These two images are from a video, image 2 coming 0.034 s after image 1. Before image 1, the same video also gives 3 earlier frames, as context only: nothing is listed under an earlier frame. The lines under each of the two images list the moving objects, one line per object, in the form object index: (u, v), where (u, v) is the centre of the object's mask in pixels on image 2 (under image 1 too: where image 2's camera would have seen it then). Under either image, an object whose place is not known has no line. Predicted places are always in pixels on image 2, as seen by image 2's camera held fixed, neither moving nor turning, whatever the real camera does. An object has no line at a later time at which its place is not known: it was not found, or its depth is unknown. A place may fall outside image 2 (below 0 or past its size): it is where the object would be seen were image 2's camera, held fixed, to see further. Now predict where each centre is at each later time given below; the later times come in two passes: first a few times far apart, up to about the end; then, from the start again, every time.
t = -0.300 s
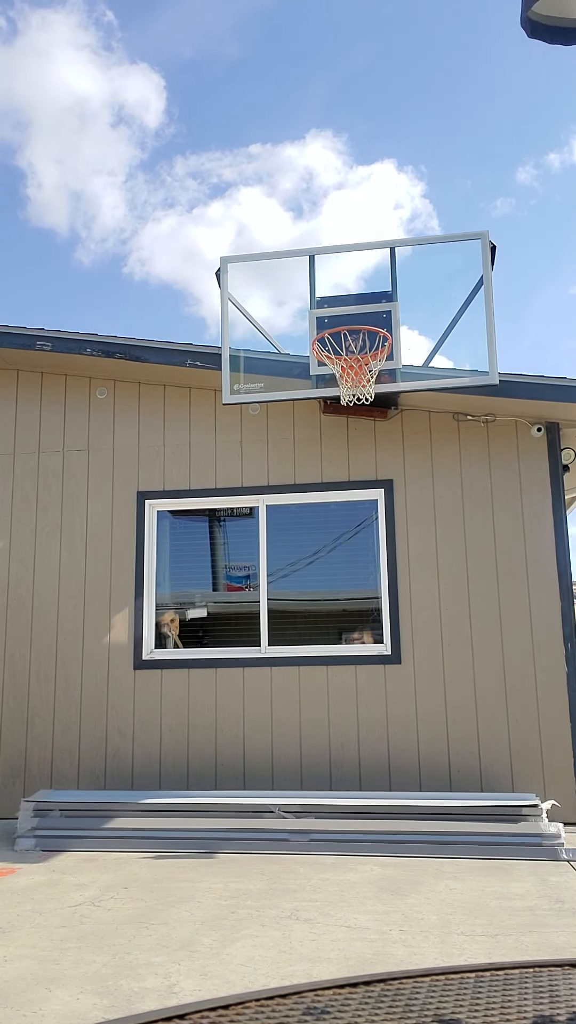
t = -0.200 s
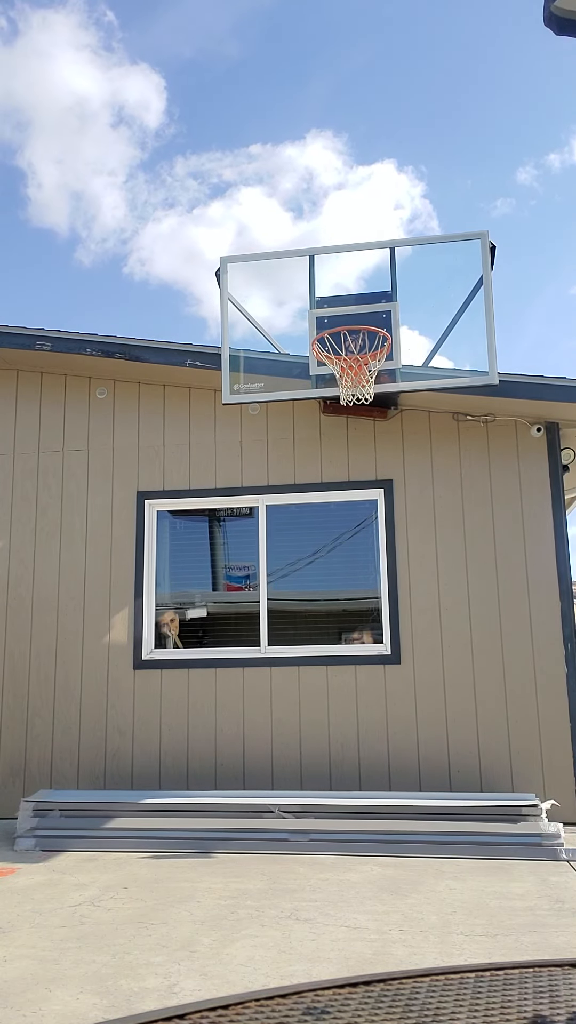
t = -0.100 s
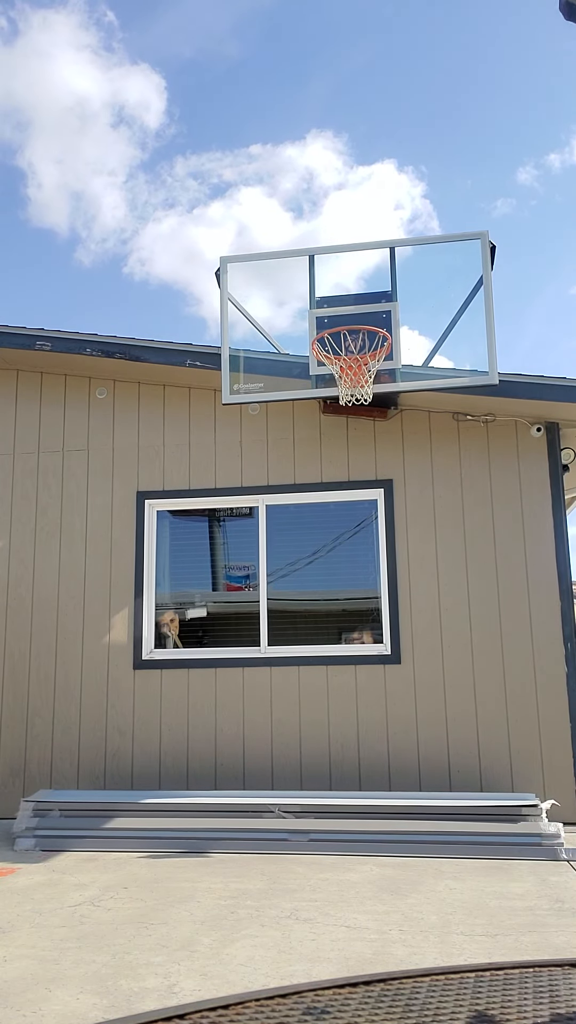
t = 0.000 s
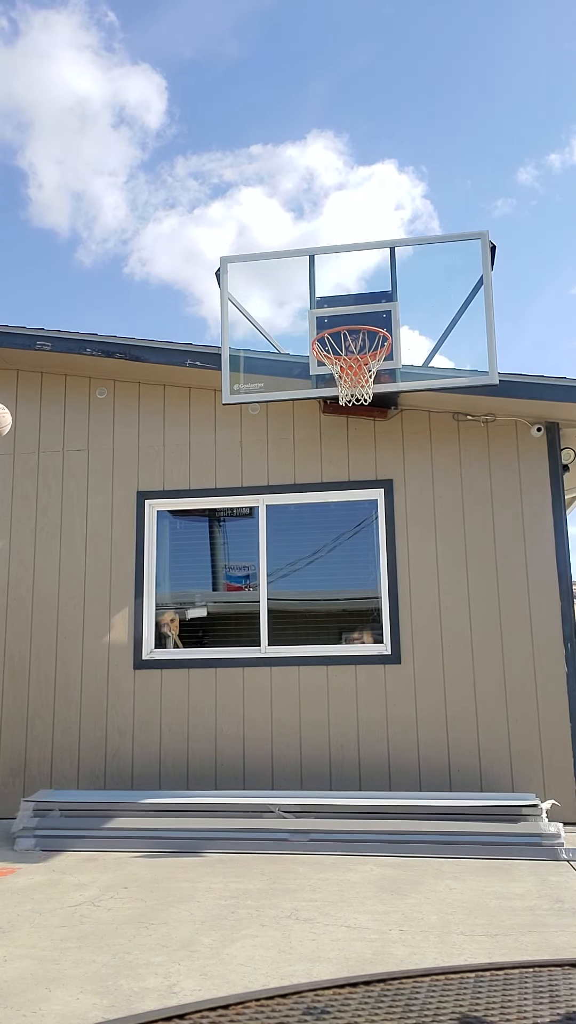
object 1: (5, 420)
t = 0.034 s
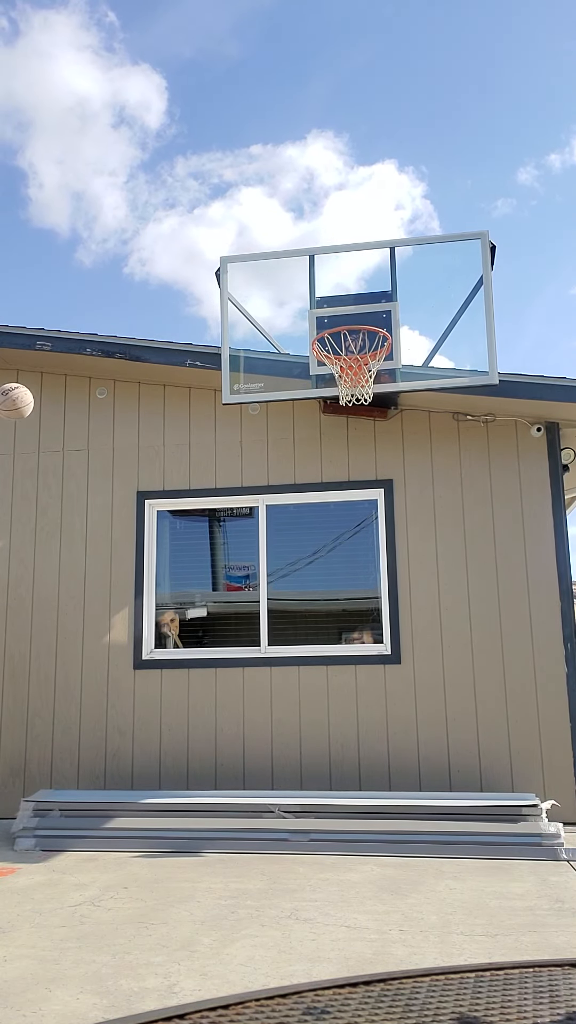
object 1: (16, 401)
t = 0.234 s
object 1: (143, 329)
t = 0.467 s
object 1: (289, 321)
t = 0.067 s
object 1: (35, 385)
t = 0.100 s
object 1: (57, 371)
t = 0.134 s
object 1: (79, 358)
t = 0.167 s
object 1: (100, 346)
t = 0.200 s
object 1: (121, 337)
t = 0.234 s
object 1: (143, 329)
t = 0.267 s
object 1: (163, 323)
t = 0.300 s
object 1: (184, 318)
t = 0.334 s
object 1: (205, 316)
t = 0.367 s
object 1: (226, 314)
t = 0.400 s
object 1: (246, 315)
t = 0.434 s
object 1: (268, 317)
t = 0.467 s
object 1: (289, 321)
